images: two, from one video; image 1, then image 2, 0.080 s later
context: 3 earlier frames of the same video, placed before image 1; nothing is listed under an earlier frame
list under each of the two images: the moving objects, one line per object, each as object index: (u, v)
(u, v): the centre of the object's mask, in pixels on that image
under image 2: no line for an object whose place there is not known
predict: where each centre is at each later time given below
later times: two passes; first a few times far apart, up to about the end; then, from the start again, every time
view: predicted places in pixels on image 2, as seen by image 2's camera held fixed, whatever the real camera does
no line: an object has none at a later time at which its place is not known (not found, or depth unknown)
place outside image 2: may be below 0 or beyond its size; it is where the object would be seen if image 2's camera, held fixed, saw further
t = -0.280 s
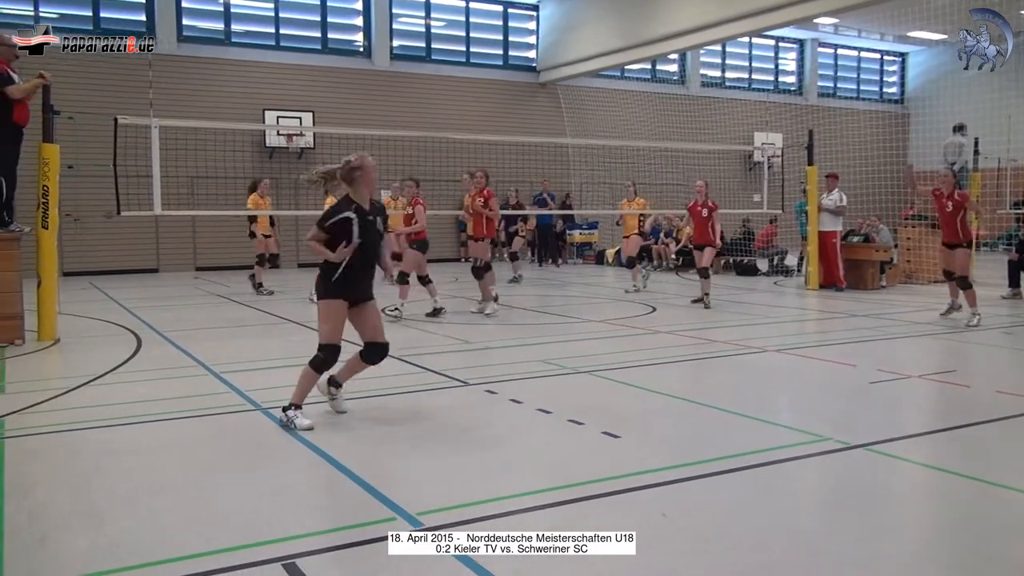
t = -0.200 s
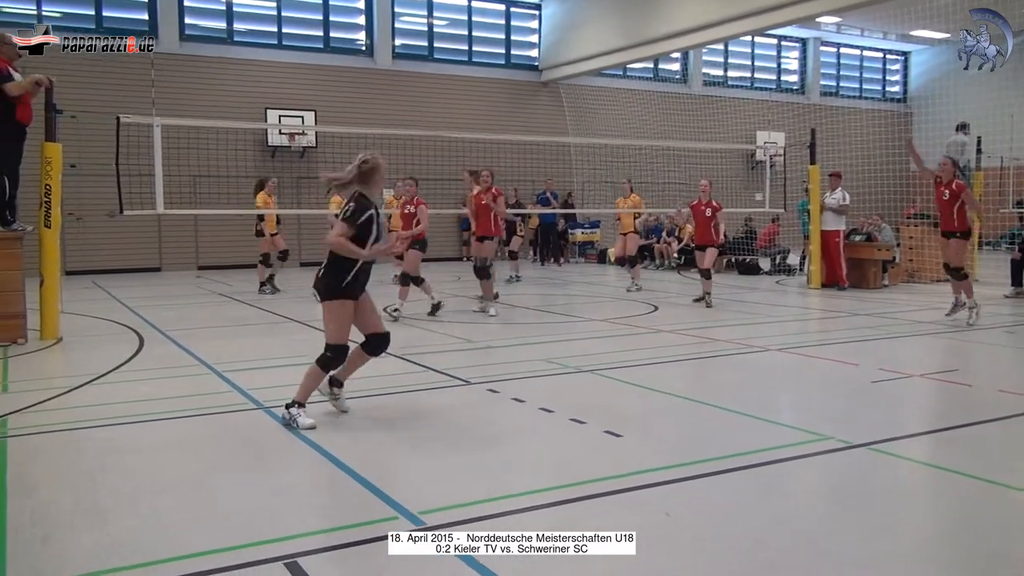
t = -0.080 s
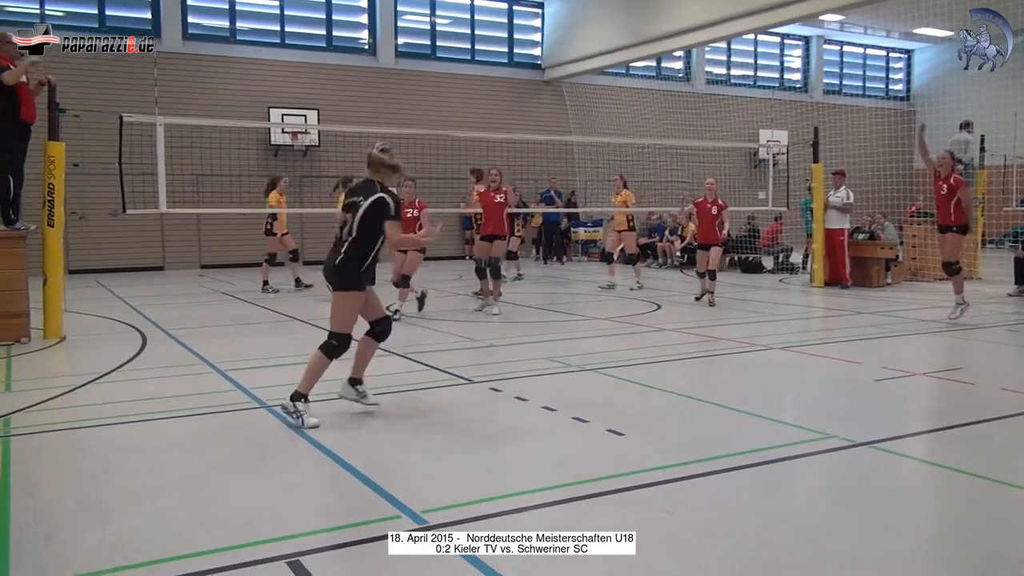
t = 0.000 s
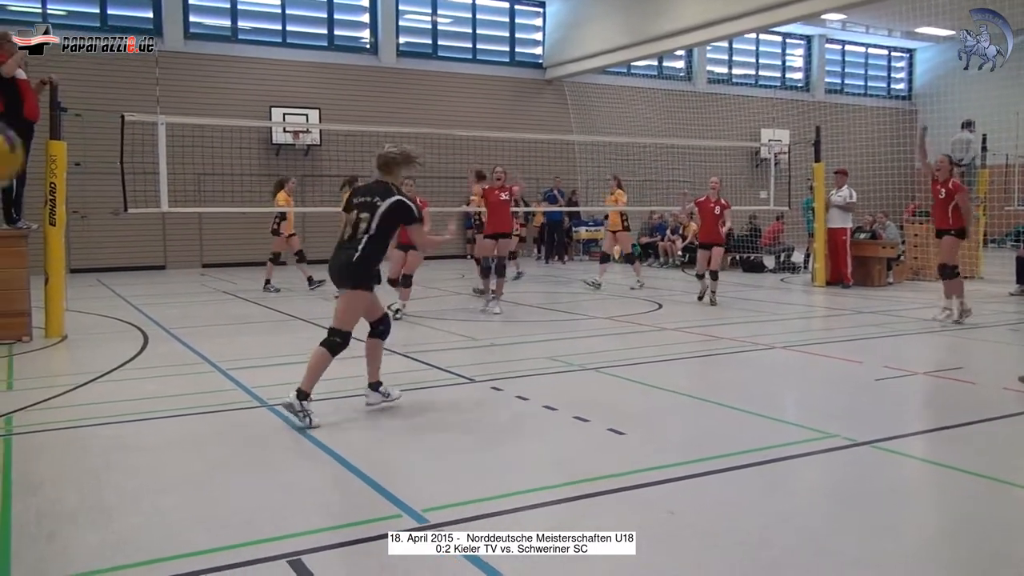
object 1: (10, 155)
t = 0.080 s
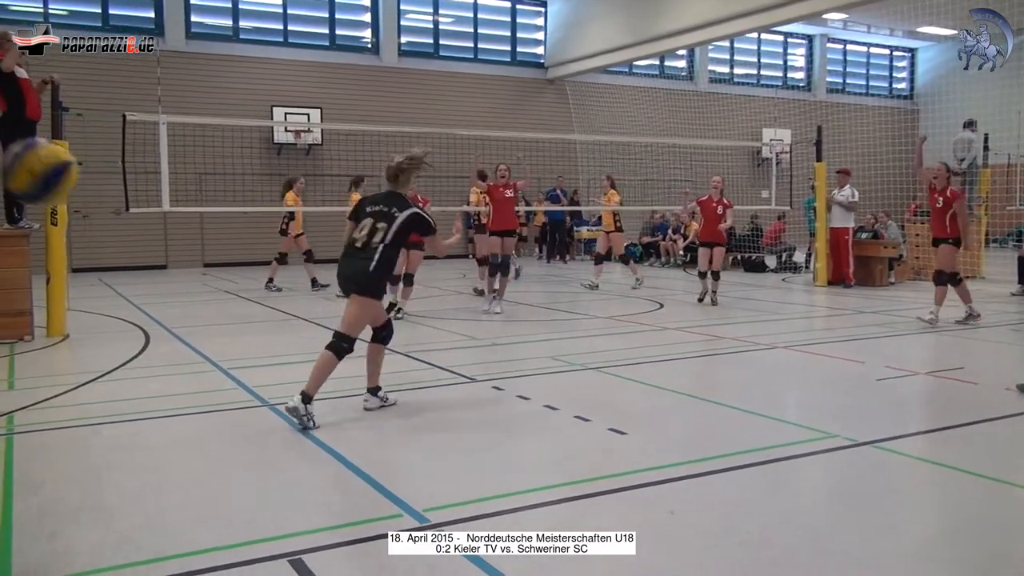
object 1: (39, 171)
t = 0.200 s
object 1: (121, 236)
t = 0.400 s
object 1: (231, 402)
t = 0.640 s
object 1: (281, 388)
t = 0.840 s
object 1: (293, 314)
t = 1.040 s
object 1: (307, 337)
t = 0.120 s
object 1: (67, 189)
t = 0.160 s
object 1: (95, 210)
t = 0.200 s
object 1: (121, 236)
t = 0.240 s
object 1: (144, 263)
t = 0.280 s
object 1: (167, 294)
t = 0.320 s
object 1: (188, 327)
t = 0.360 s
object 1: (210, 363)
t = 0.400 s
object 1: (231, 402)
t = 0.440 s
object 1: (250, 442)
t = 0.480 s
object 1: (268, 482)
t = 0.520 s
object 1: (275, 475)
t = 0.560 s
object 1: (276, 443)
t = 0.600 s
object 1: (279, 414)
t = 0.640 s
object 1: (281, 388)
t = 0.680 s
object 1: (283, 366)
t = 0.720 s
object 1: (286, 347)
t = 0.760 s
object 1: (287, 333)
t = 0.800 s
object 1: (290, 322)
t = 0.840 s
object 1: (293, 314)
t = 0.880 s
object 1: (295, 311)
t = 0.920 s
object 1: (298, 312)
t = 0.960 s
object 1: (300, 316)
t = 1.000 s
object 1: (305, 325)
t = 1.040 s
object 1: (307, 337)
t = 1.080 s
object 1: (309, 354)
